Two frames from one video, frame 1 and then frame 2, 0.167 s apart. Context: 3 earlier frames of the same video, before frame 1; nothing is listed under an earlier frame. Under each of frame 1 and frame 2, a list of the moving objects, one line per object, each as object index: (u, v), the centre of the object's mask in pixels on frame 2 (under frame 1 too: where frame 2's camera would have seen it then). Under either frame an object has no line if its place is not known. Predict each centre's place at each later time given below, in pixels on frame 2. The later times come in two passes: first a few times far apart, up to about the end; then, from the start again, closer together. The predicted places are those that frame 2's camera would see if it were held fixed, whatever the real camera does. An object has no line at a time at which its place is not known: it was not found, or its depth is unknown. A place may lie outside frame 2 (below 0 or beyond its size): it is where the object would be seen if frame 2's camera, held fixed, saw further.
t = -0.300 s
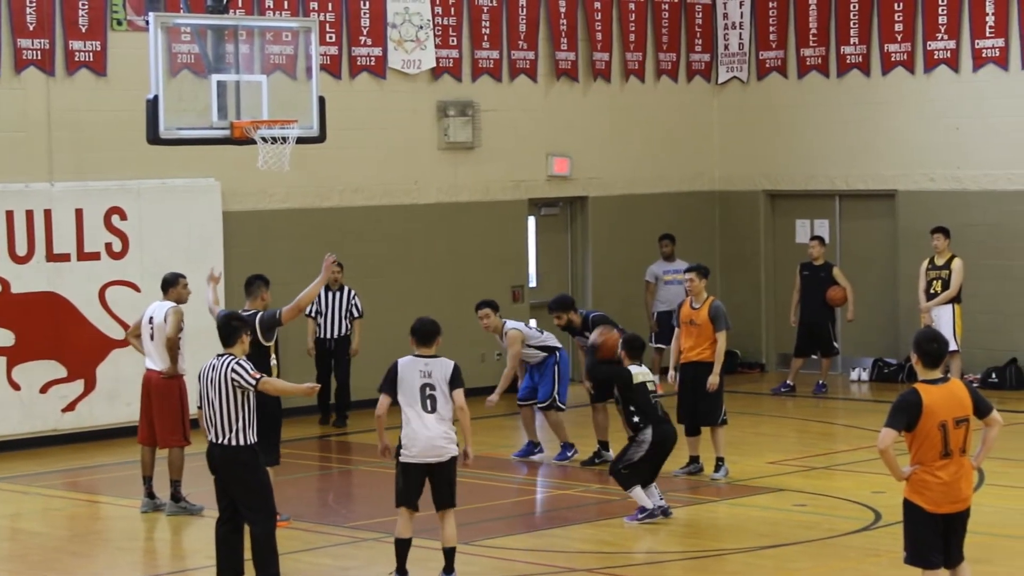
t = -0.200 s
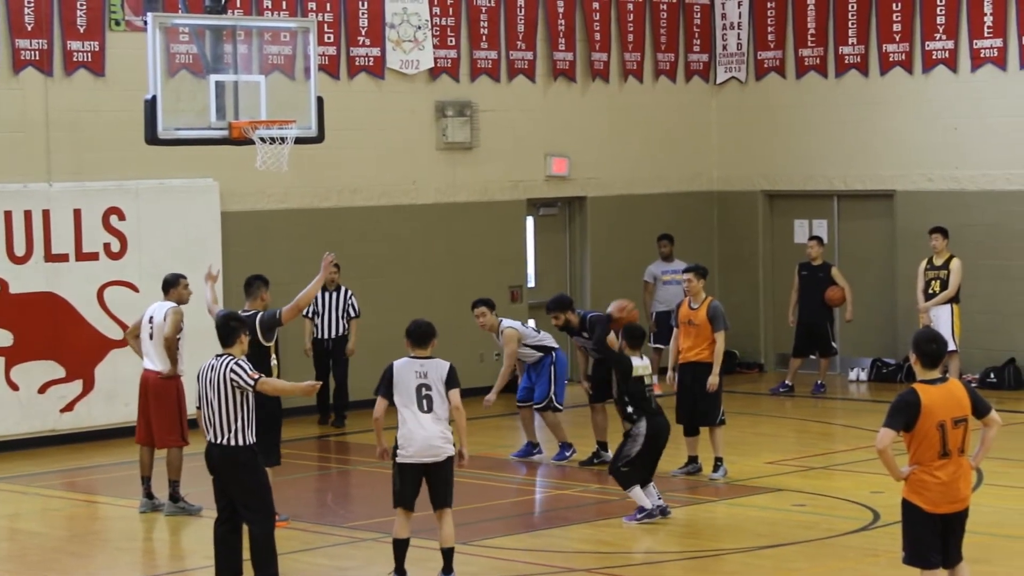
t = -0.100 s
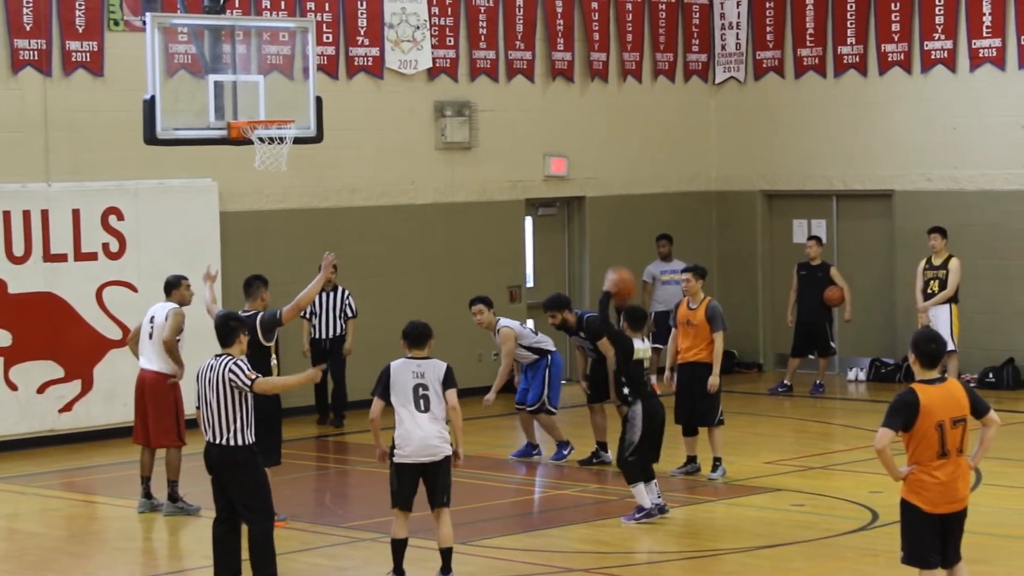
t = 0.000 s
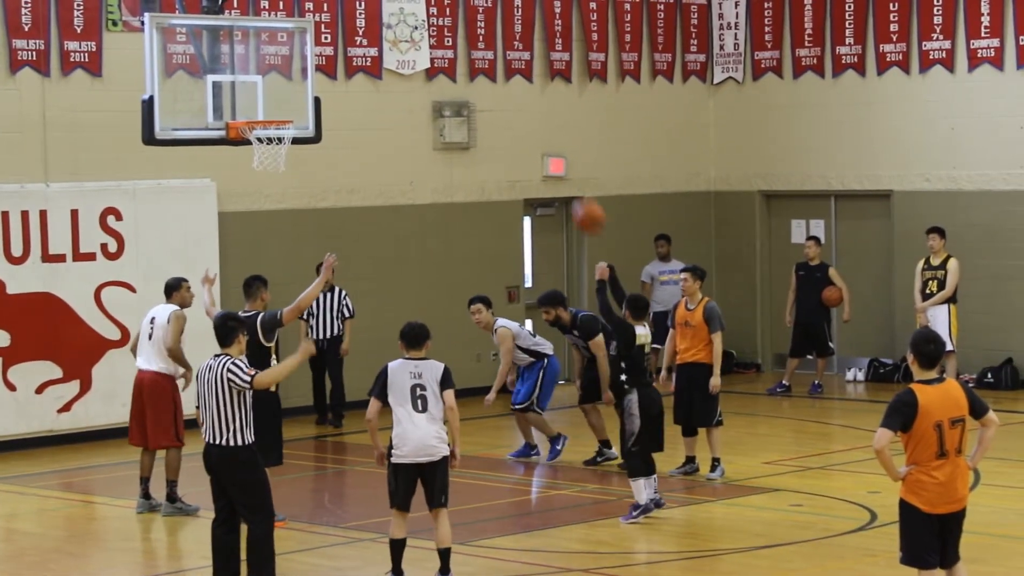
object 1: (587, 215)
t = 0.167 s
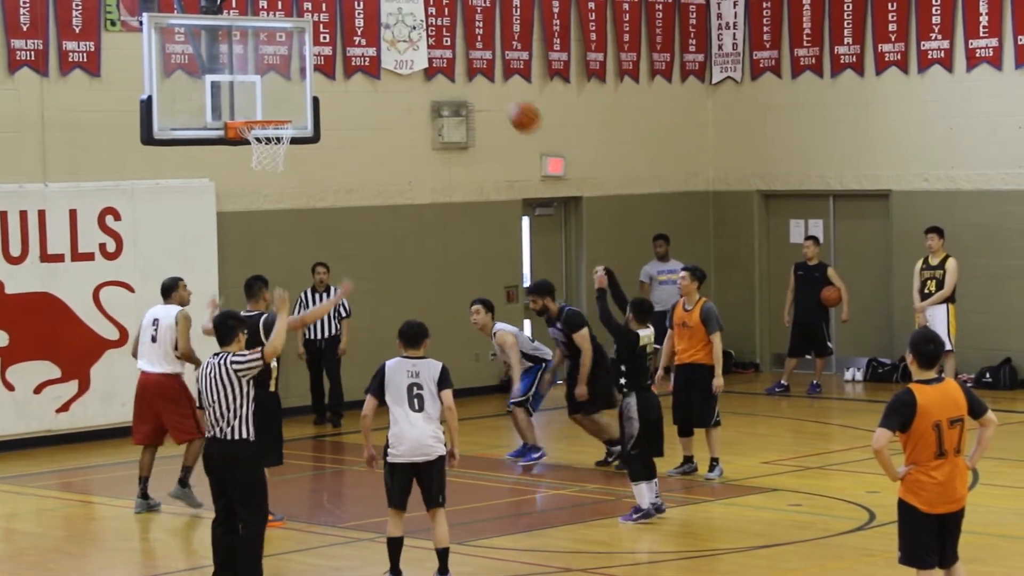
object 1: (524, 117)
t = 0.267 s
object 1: (488, 75)
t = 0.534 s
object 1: (400, 28)
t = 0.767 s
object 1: (328, 53)
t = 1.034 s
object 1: (255, 101)
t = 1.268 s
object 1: (248, 101)
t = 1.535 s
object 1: (260, 170)
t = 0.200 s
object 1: (512, 101)
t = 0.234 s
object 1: (500, 87)
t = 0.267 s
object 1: (488, 75)
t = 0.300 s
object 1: (477, 64)
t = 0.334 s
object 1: (465, 54)
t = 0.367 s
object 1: (454, 46)
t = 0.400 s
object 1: (442, 40)
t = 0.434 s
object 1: (432, 35)
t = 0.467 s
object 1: (422, 32)
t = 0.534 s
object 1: (400, 28)
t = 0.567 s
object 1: (388, 27)
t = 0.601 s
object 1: (377, 28)
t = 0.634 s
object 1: (367, 30)
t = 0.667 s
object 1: (357, 34)
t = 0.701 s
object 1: (347, 39)
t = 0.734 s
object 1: (338, 45)
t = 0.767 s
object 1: (328, 53)
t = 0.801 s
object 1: (319, 62)
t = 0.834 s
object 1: (309, 73)
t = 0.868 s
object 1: (300, 85)
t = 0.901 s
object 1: (291, 97)
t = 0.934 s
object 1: (282, 108)
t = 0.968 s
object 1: (274, 106)
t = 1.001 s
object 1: (264, 103)
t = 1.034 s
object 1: (255, 101)
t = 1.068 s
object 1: (246, 100)
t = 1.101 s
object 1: (241, 99)
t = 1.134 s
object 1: (242, 97)
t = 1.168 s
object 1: (243, 96)
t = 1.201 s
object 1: (244, 96)
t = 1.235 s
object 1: (246, 98)
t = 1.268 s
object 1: (248, 101)
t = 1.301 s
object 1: (249, 105)
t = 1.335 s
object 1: (250, 110)
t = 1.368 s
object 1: (252, 117)
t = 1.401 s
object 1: (253, 125)
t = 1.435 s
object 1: (255, 133)
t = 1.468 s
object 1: (256, 145)
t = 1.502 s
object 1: (258, 157)
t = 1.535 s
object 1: (260, 170)
